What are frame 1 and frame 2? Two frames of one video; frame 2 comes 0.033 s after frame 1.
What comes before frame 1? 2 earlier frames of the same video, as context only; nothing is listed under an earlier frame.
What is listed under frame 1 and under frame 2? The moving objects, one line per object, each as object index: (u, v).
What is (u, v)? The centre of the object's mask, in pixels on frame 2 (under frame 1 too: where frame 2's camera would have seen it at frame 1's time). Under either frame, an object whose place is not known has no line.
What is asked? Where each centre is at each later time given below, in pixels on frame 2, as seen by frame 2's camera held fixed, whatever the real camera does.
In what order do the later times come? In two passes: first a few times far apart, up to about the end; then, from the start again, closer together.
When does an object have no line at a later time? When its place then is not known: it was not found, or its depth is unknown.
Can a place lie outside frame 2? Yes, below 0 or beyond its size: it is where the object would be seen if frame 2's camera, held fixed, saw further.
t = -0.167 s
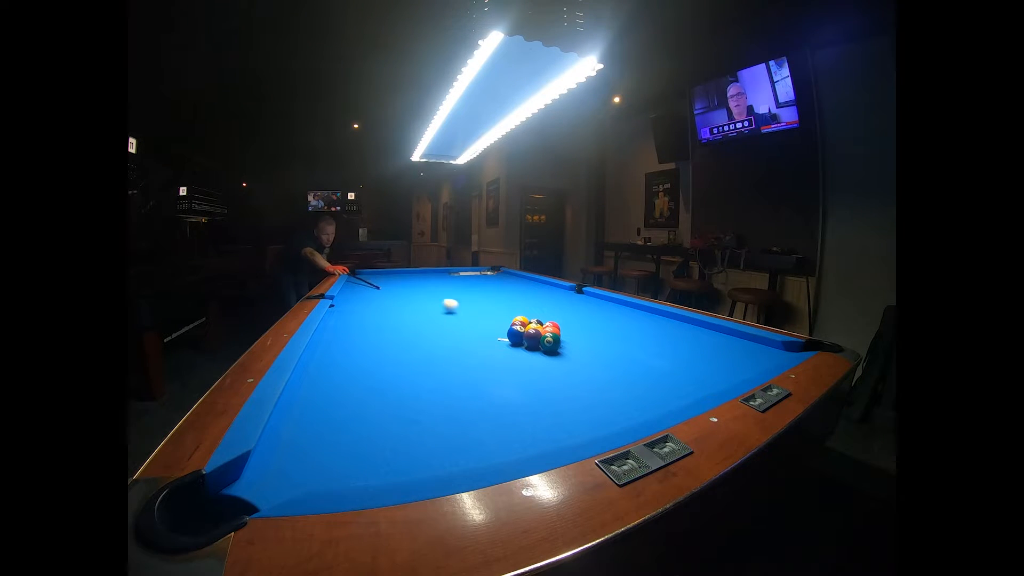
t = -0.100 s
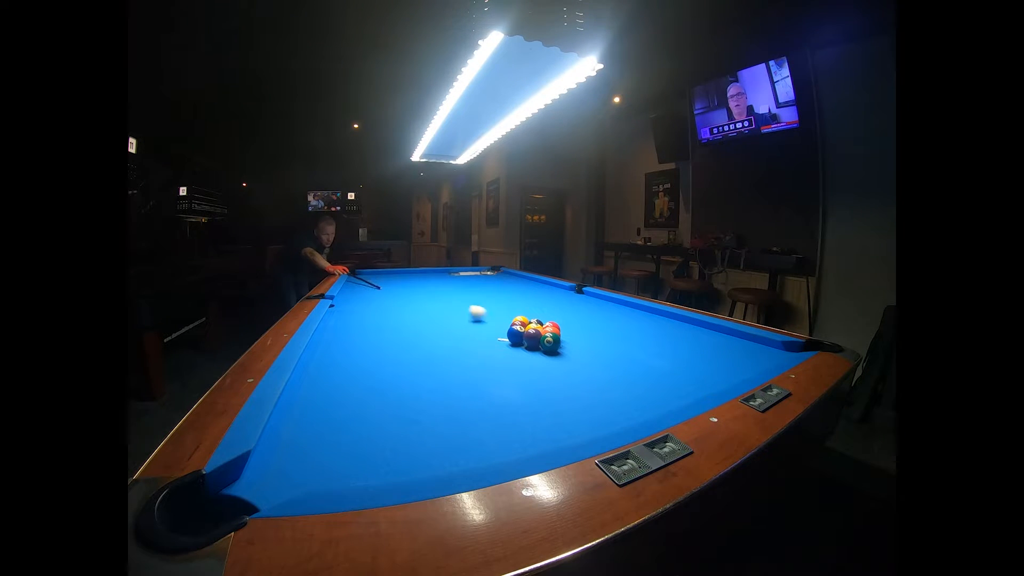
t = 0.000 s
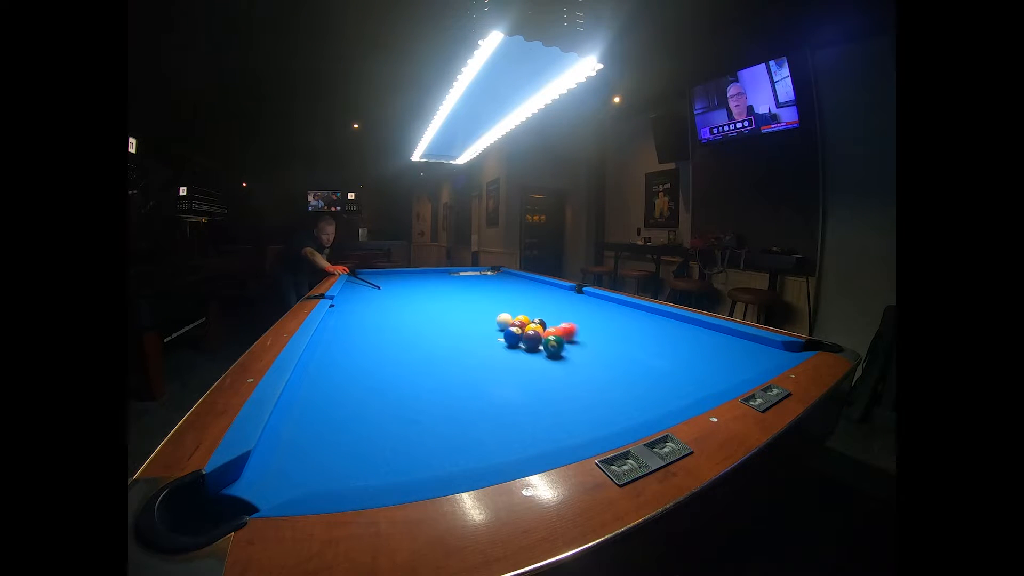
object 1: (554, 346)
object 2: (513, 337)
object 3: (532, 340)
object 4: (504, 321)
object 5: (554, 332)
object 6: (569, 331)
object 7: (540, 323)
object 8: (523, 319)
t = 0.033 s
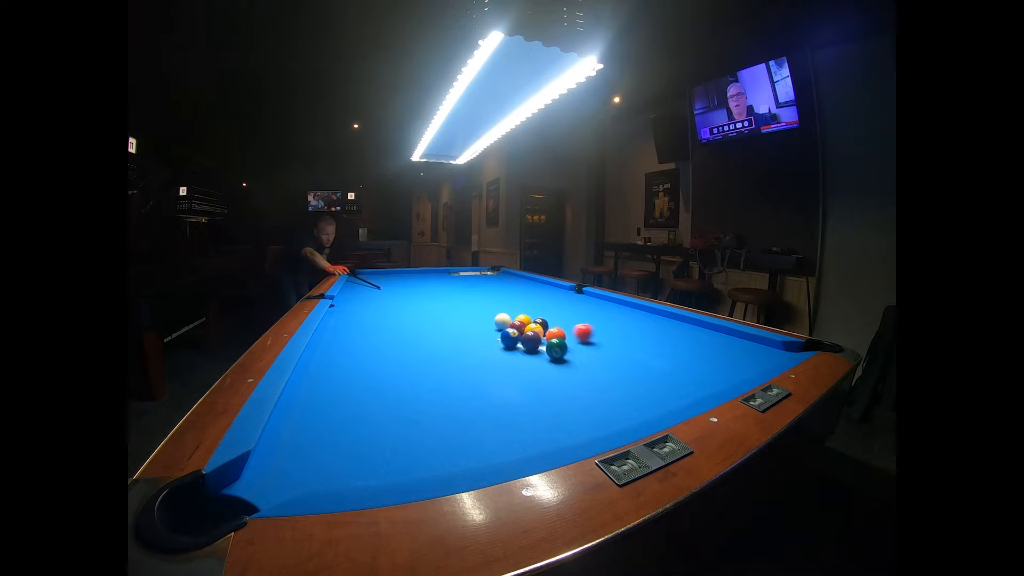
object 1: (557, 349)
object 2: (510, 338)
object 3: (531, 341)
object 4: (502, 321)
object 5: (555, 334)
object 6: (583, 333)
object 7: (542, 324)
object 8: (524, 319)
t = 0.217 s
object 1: (572, 366)
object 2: (495, 345)
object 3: (527, 347)
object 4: (501, 323)
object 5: (568, 340)
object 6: (655, 337)
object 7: (550, 324)
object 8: (528, 317)
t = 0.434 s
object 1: (596, 391)
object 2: (475, 355)
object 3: (521, 355)
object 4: (503, 326)
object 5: (582, 343)
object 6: (727, 340)
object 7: (560, 321)
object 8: (532, 314)
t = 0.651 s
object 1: (616, 414)
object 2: (452, 366)
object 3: (515, 363)
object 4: (499, 327)
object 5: (595, 346)
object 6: (770, 345)
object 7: (569, 318)
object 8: (536, 310)
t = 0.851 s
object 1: (586, 401)
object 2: (429, 377)
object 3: (509, 372)
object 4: (497, 328)
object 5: (606, 348)
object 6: (777, 354)
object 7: (577, 316)
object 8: (540, 308)
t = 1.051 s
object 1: (560, 390)
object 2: (403, 389)
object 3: (503, 380)
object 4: (495, 329)
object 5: (617, 350)
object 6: (758, 359)
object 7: (583, 314)
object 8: (542, 305)
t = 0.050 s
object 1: (558, 351)
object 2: (508, 339)
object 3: (530, 342)
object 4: (501, 321)
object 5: (556, 334)
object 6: (591, 333)
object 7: (543, 324)
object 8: (524, 319)
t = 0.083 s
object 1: (561, 354)
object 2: (506, 340)
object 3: (530, 342)
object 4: (500, 321)
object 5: (559, 336)
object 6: (605, 334)
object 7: (544, 324)
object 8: (525, 318)
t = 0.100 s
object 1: (562, 355)
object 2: (505, 340)
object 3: (529, 343)
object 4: (500, 321)
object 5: (560, 336)
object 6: (612, 334)
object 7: (545, 324)
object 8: (525, 318)
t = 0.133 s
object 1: (565, 358)
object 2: (502, 342)
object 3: (529, 344)
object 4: (499, 322)
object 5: (562, 338)
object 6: (625, 335)
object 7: (546, 324)
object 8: (526, 318)
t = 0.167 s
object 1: (568, 361)
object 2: (499, 343)
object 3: (528, 346)
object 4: (500, 322)
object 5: (564, 339)
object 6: (637, 336)
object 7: (548, 324)
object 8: (527, 317)
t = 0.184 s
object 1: (569, 363)
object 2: (498, 344)
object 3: (527, 346)
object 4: (500, 322)
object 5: (566, 339)
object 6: (643, 336)
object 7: (548, 324)
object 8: (527, 317)
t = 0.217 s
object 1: (572, 366)
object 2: (495, 345)
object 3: (527, 347)
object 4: (501, 323)
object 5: (568, 340)
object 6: (655, 337)
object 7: (550, 324)
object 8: (528, 317)
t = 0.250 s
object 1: (576, 369)
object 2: (492, 347)
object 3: (526, 348)
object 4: (502, 324)
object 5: (570, 341)
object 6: (667, 337)
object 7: (552, 323)
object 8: (528, 317)
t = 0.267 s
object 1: (577, 371)
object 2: (491, 347)
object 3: (525, 349)
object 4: (503, 324)
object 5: (571, 341)
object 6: (672, 338)
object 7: (553, 323)
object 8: (529, 317)
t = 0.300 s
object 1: (581, 375)
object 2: (488, 349)
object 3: (525, 350)
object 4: (504, 325)
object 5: (573, 341)
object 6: (683, 338)
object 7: (554, 323)
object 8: (529, 316)
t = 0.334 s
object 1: (584, 379)
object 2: (484, 350)
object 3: (524, 351)
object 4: (504, 325)
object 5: (575, 342)
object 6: (694, 339)
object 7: (556, 322)
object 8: (530, 316)
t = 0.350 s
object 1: (586, 380)
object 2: (483, 351)
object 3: (523, 352)
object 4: (504, 326)
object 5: (576, 342)
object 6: (700, 339)
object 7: (557, 322)
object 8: (530, 315)
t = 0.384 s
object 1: (590, 385)
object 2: (480, 352)
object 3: (523, 353)
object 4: (504, 326)
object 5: (579, 342)
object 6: (711, 339)
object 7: (558, 321)
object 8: (531, 315)
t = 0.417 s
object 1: (594, 389)
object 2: (477, 354)
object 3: (522, 354)
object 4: (503, 326)
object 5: (581, 343)
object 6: (721, 339)
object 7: (560, 321)
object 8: (532, 314)
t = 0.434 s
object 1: (596, 391)
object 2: (475, 355)
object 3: (521, 355)
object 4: (503, 326)
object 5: (582, 343)
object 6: (727, 340)
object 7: (560, 321)
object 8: (532, 314)
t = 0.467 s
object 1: (601, 395)
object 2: (472, 357)
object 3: (520, 356)
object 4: (503, 326)
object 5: (584, 343)
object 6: (737, 340)
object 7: (562, 320)
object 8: (533, 314)
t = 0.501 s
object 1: (605, 400)
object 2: (468, 358)
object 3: (519, 357)
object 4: (502, 326)
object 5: (586, 344)
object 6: (747, 341)
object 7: (563, 320)
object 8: (533, 313)
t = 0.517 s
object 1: (608, 404)
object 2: (467, 359)
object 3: (519, 358)
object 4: (502, 327)
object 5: (587, 344)
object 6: (752, 341)
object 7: (564, 320)
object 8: (534, 313)
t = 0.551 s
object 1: (613, 409)
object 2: (463, 361)
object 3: (518, 359)
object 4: (501, 327)
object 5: (589, 345)
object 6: (761, 341)
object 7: (565, 319)
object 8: (534, 312)
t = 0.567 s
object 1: (615, 411)
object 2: (461, 362)
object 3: (518, 360)
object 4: (501, 327)
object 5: (590, 345)
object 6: (766, 341)
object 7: (566, 319)
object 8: (535, 312)
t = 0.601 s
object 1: (620, 413)
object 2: (458, 363)
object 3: (517, 361)
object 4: (500, 327)
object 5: (592, 345)
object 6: (769, 343)
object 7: (567, 319)
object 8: (536, 311)
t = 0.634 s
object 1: (619, 414)
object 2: (454, 365)
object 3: (516, 363)
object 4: (500, 327)
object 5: (594, 346)
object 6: (769, 345)
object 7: (569, 318)
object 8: (536, 310)
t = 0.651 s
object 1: (616, 414)
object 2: (452, 366)
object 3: (515, 363)
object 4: (499, 327)
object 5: (595, 346)
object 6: (770, 345)
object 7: (569, 318)
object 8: (536, 310)
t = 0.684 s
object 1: (611, 413)
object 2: (449, 367)
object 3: (514, 364)
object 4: (499, 328)
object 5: (597, 346)
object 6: (771, 347)
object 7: (571, 318)
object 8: (537, 310)
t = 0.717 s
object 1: (606, 412)
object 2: (445, 369)
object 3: (513, 366)
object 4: (499, 328)
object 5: (599, 347)
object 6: (772, 349)
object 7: (572, 318)
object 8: (537, 309)
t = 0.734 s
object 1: (603, 410)
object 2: (443, 371)
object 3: (513, 367)
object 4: (498, 328)
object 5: (600, 347)
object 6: (773, 350)
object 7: (573, 317)
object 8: (538, 309)
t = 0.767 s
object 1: (598, 408)
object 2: (439, 372)
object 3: (512, 368)
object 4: (498, 328)
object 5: (602, 347)
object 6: (774, 351)
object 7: (574, 317)
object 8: (538, 309)
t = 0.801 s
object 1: (593, 405)
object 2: (435, 374)
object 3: (511, 369)
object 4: (497, 328)
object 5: (604, 348)
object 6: (776, 353)
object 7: (575, 317)
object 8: (539, 308)
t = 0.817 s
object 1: (591, 404)
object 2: (433, 375)
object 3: (510, 370)
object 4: (497, 328)
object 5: (605, 348)
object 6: (776, 353)
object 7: (575, 316)
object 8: (539, 308)
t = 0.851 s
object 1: (586, 401)
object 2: (429, 377)
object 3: (509, 372)
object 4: (497, 328)
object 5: (606, 348)
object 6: (777, 354)
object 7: (577, 316)
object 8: (540, 308)
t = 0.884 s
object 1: (581, 399)
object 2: (425, 379)
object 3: (508, 373)
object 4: (496, 328)
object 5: (608, 349)
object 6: (777, 355)
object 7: (578, 316)
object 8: (540, 307)
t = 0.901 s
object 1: (579, 398)
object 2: (423, 380)
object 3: (507, 374)
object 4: (496, 328)
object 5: (609, 349)
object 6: (775, 355)
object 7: (578, 316)
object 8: (540, 307)
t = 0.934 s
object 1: (575, 396)
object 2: (418, 382)
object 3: (506, 375)
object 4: (496, 329)
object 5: (611, 349)
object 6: (771, 356)
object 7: (579, 315)
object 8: (541, 307)
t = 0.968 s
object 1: (570, 395)
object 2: (414, 384)
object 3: (505, 376)
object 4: (496, 329)
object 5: (613, 350)
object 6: (767, 357)
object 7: (580, 315)
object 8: (541, 306)
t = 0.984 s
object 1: (568, 393)
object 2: (412, 385)
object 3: (505, 377)
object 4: (495, 329)
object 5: (613, 350)
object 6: (765, 357)
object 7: (581, 315)
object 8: (541, 306)
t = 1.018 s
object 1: (564, 392)
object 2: (407, 387)
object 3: (504, 378)
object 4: (495, 329)
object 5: (615, 350)
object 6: (762, 358)
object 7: (582, 315)
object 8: (542, 306)
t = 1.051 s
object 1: (560, 390)
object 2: (403, 389)
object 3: (503, 380)
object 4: (495, 329)
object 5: (617, 350)
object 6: (758, 359)
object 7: (583, 314)
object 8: (542, 305)
